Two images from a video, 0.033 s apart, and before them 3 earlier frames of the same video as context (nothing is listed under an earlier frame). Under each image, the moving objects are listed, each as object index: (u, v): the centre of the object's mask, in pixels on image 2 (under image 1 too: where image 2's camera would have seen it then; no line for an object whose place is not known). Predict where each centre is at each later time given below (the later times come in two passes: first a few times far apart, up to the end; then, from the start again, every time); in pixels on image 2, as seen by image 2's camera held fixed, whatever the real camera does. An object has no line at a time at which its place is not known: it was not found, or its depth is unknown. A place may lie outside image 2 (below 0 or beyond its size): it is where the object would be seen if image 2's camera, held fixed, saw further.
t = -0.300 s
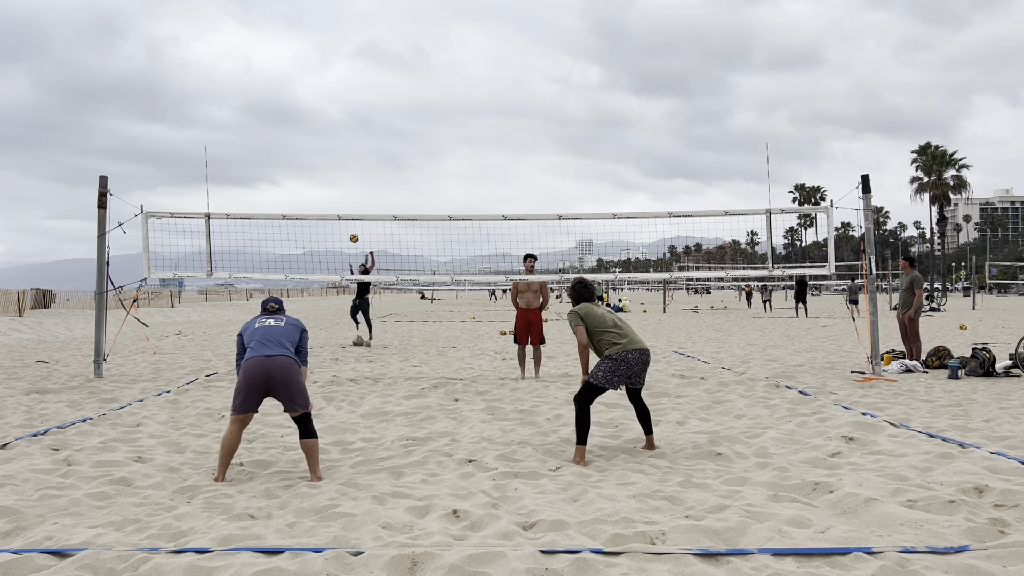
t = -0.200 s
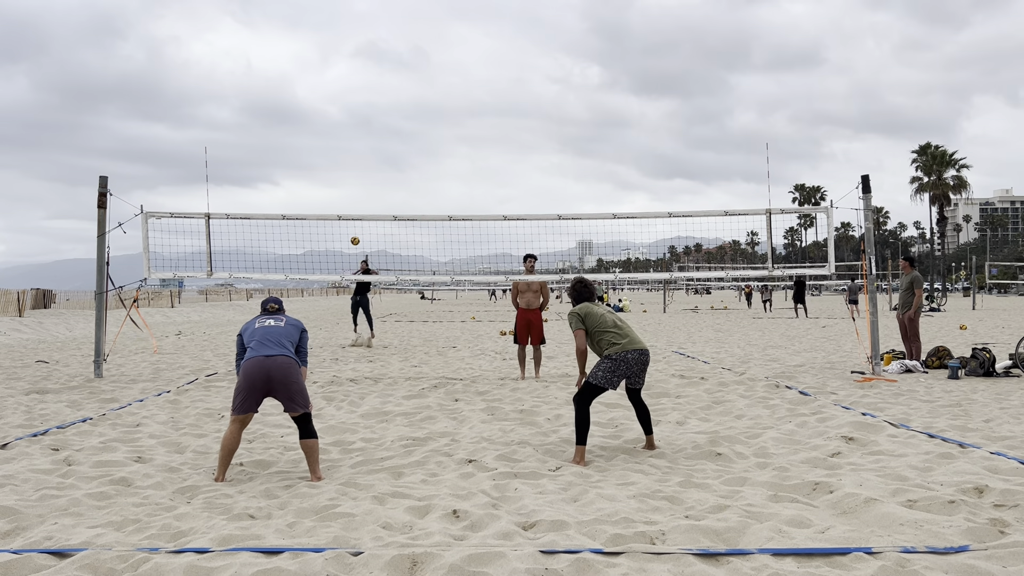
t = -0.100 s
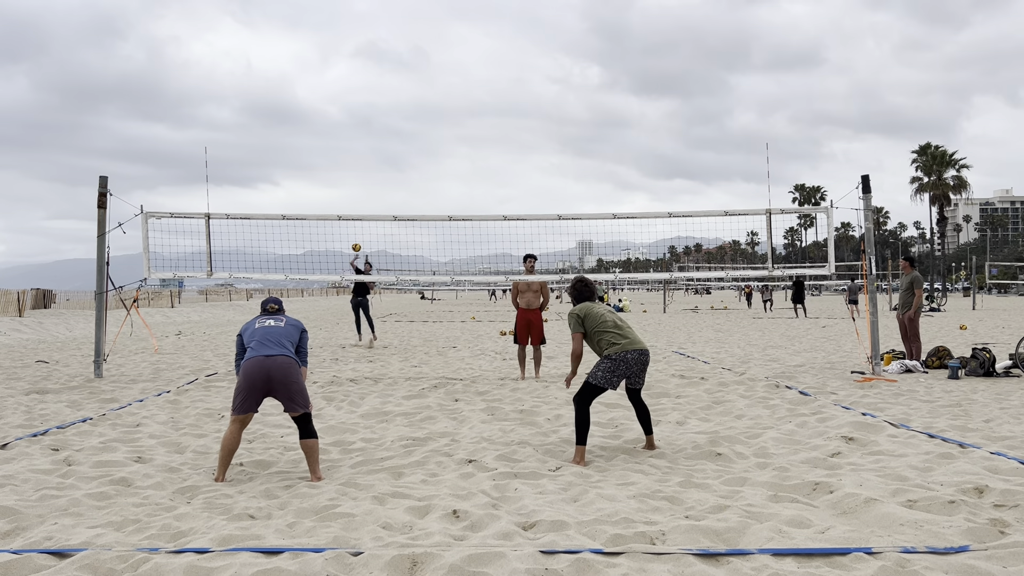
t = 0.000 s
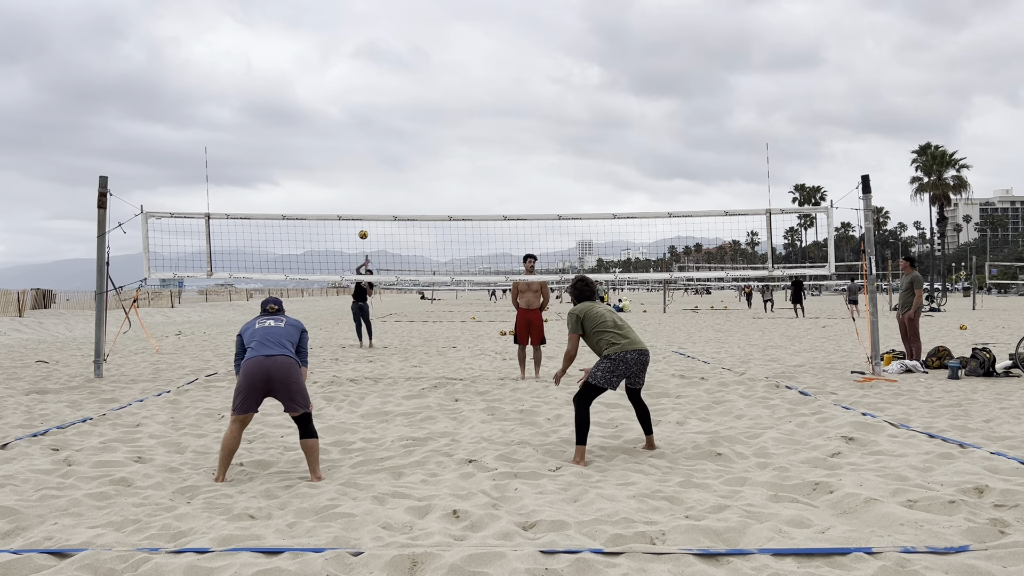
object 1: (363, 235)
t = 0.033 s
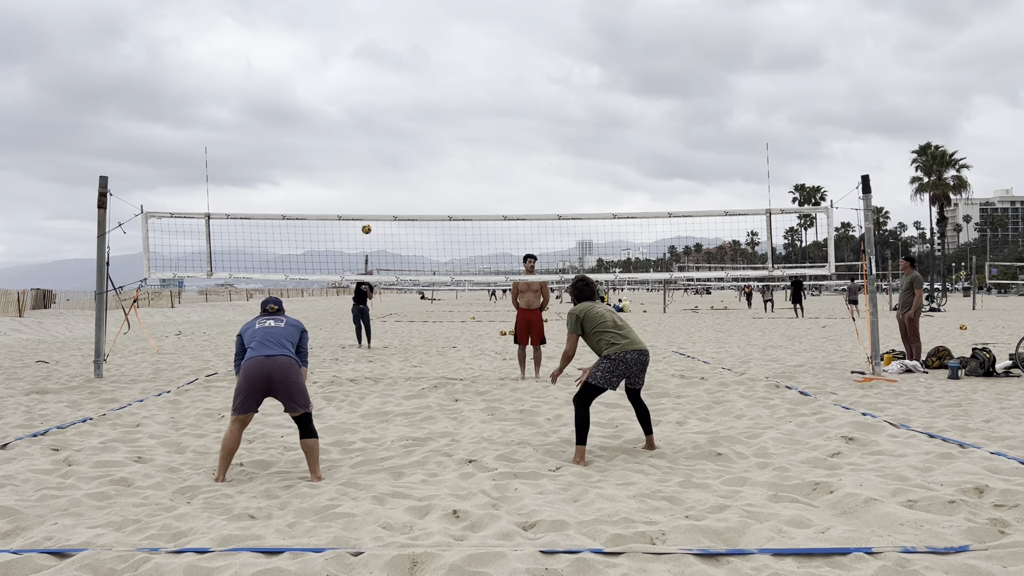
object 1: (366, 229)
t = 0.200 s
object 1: (386, 208)
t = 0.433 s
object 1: (423, 205)
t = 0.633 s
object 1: (457, 228)
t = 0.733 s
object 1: (472, 246)
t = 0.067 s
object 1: (370, 225)
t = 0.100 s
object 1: (374, 222)
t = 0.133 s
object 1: (378, 212)
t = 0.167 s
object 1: (382, 211)
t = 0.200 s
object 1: (386, 208)
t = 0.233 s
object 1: (391, 205)
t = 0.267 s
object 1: (396, 203)
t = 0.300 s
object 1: (401, 202)
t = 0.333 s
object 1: (406, 202)
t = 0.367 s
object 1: (411, 202)
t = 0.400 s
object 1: (417, 203)
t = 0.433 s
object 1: (423, 205)
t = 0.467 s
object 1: (429, 208)
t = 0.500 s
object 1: (436, 211)
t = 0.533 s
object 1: (442, 213)
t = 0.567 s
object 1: (447, 225)
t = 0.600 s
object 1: (452, 226)
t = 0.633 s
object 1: (457, 228)
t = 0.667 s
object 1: (462, 233)
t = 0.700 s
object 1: (468, 239)
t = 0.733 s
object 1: (472, 246)
